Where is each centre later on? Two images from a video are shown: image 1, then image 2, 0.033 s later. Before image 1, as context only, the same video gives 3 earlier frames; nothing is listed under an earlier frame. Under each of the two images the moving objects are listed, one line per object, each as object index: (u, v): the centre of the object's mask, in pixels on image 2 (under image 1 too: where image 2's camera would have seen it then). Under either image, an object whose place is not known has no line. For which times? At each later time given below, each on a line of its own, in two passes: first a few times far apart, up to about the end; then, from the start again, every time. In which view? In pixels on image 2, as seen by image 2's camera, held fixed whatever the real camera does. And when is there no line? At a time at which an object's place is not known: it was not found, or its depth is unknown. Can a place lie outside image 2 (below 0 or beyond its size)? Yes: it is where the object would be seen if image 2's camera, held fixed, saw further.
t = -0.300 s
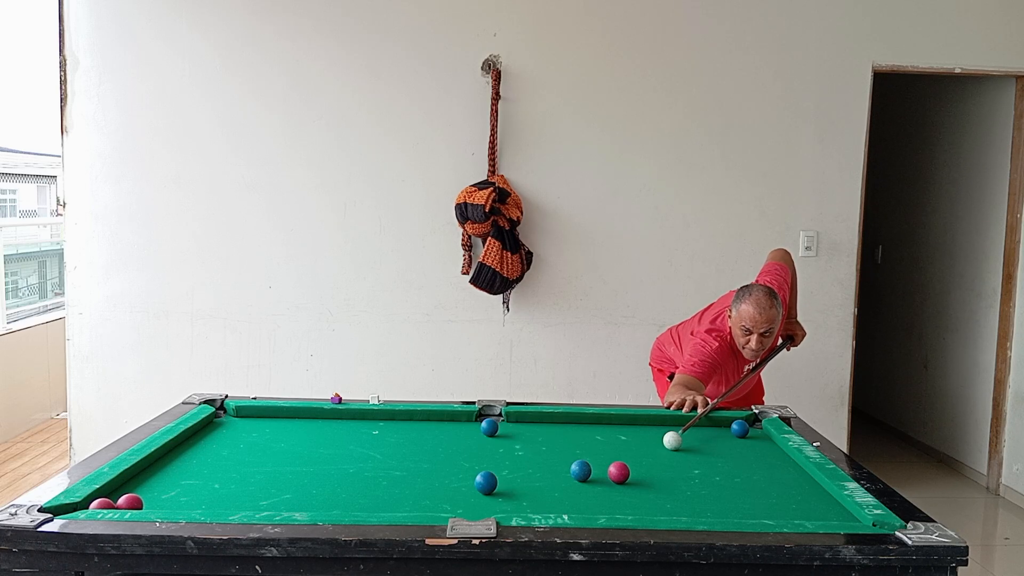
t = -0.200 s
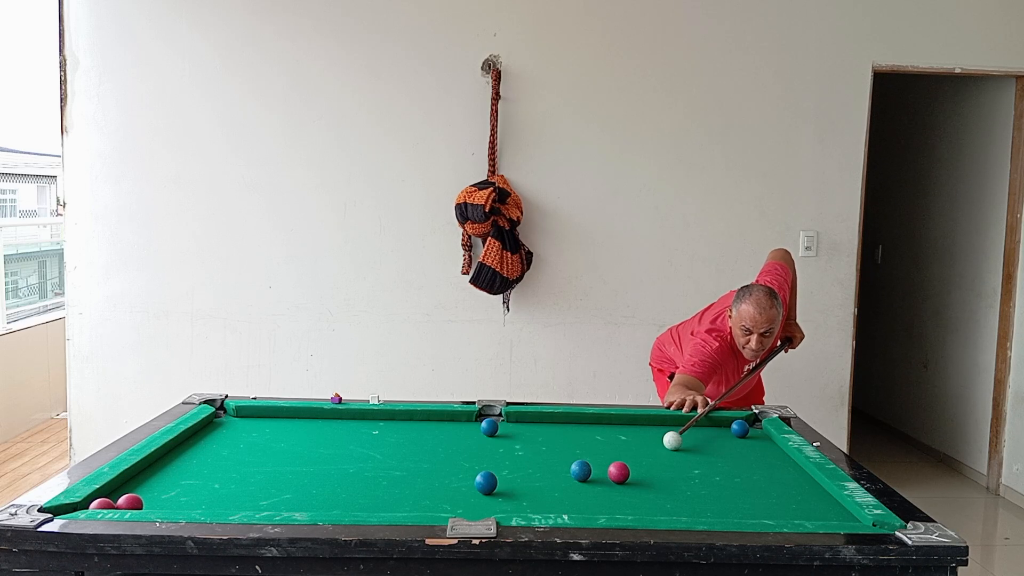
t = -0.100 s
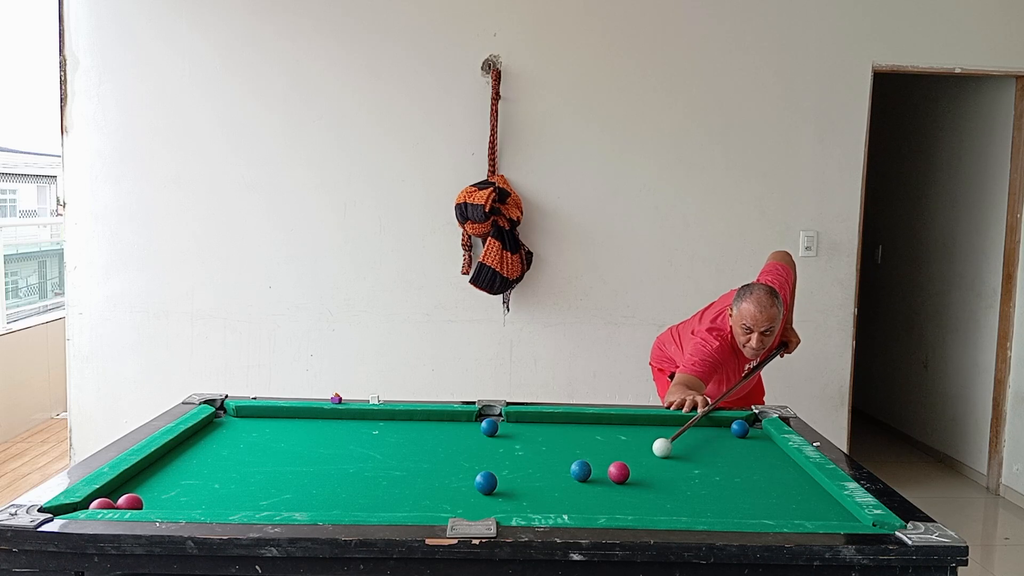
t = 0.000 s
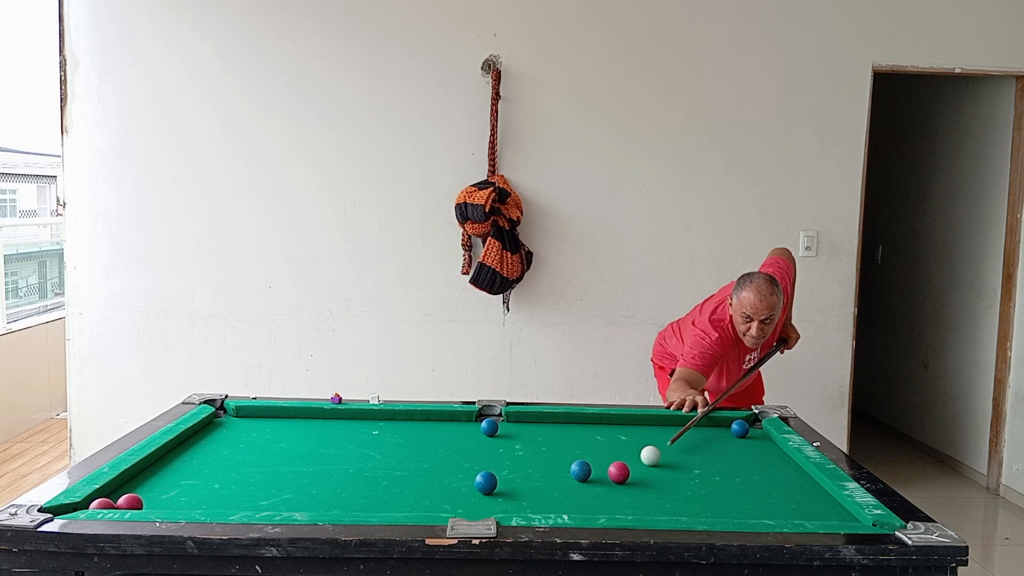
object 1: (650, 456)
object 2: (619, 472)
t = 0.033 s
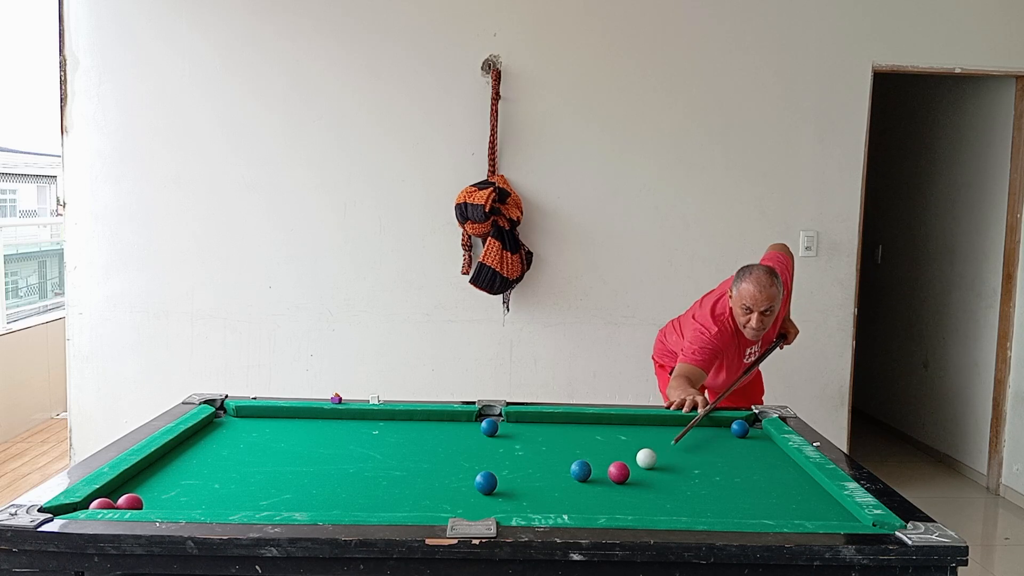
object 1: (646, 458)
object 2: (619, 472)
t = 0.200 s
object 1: (634, 469)
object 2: (610, 475)
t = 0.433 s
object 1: (641, 477)
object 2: (582, 485)
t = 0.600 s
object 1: (644, 482)
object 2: (561, 492)
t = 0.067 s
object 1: (642, 461)
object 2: (619, 472)
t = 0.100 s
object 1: (638, 464)
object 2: (618, 472)
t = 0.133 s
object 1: (635, 466)
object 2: (618, 472)
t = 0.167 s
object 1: (633, 468)
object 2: (615, 474)
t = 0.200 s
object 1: (634, 469)
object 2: (610, 475)
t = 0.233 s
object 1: (635, 470)
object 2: (606, 477)
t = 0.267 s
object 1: (636, 472)
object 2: (602, 478)
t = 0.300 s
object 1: (637, 473)
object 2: (598, 480)
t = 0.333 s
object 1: (638, 474)
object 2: (594, 481)
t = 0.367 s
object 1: (639, 475)
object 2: (590, 482)
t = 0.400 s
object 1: (640, 476)
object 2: (586, 484)
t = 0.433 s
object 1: (641, 477)
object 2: (582, 485)
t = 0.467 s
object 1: (641, 478)
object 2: (578, 487)
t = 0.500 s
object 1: (642, 479)
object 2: (574, 488)
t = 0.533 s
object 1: (643, 480)
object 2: (570, 490)
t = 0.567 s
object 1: (643, 481)
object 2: (565, 491)
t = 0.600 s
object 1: (644, 482)
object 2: (561, 492)
